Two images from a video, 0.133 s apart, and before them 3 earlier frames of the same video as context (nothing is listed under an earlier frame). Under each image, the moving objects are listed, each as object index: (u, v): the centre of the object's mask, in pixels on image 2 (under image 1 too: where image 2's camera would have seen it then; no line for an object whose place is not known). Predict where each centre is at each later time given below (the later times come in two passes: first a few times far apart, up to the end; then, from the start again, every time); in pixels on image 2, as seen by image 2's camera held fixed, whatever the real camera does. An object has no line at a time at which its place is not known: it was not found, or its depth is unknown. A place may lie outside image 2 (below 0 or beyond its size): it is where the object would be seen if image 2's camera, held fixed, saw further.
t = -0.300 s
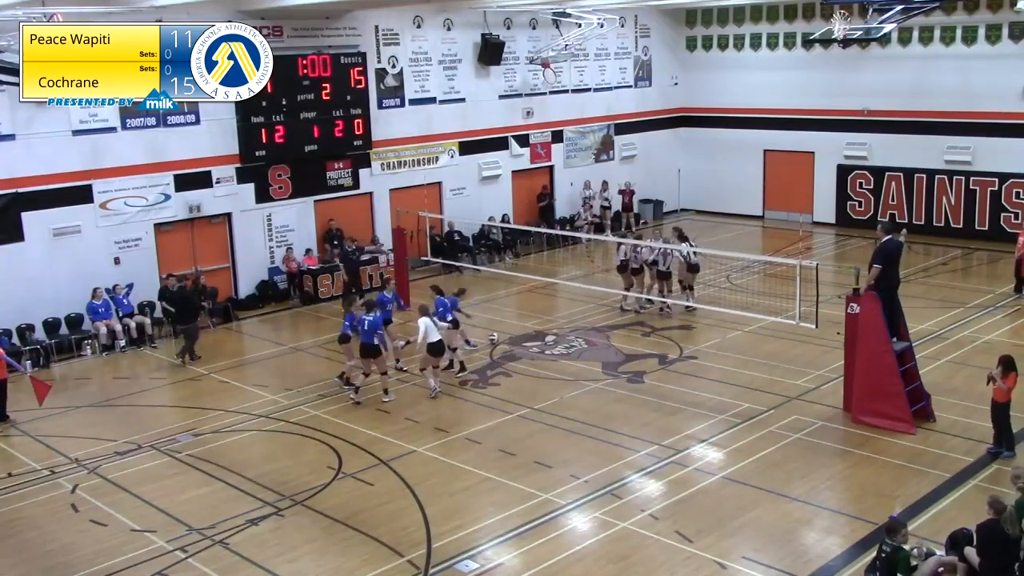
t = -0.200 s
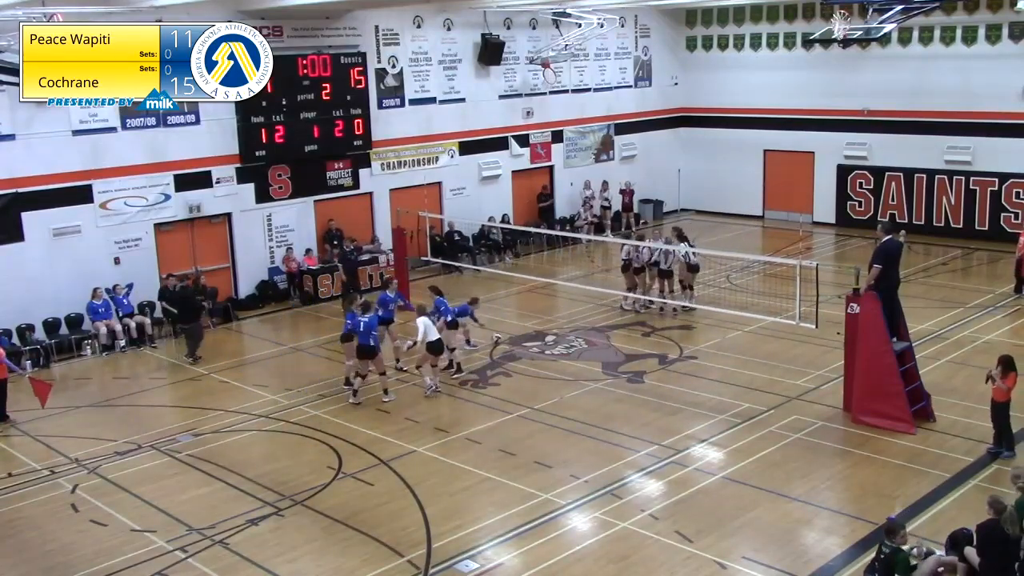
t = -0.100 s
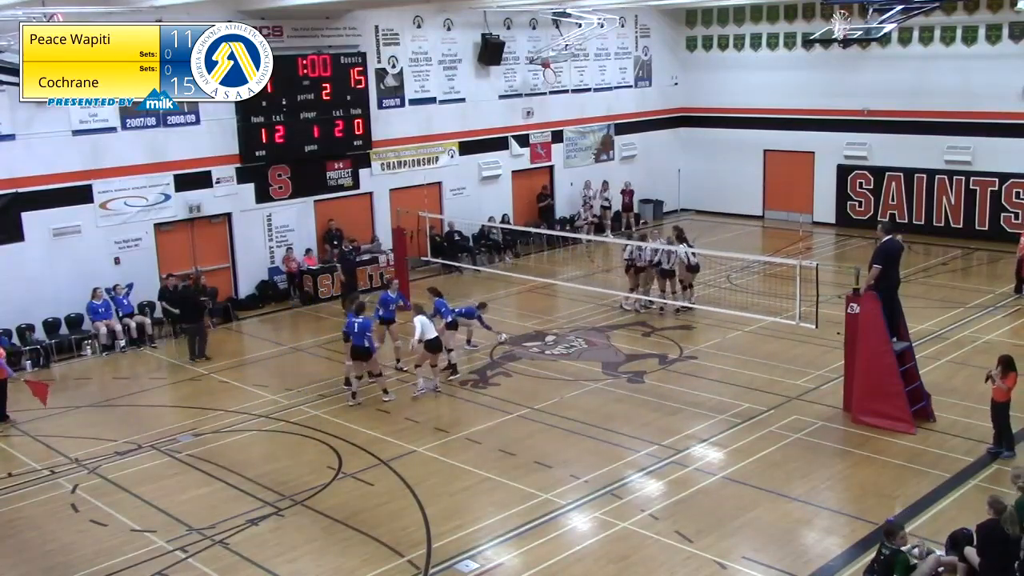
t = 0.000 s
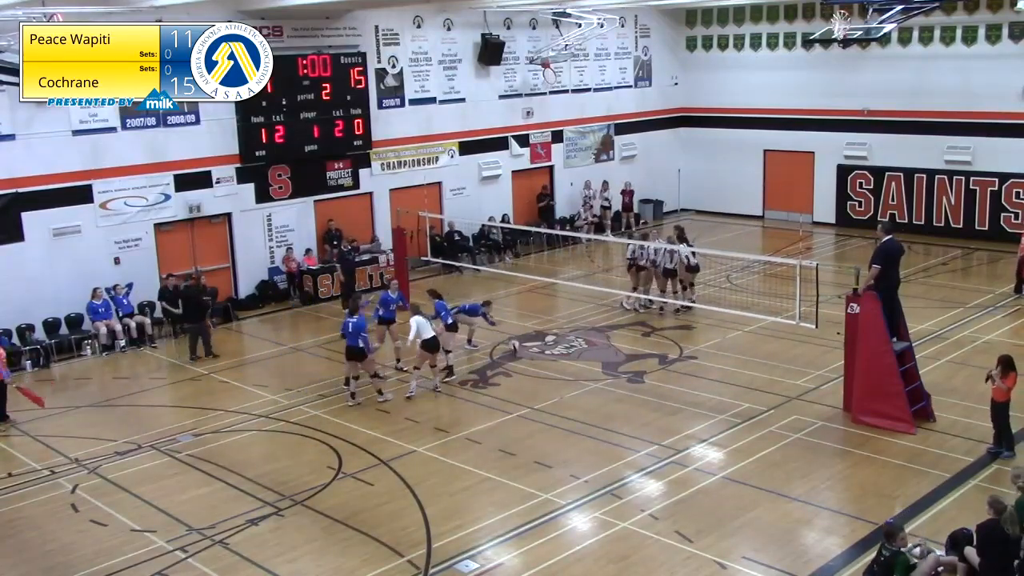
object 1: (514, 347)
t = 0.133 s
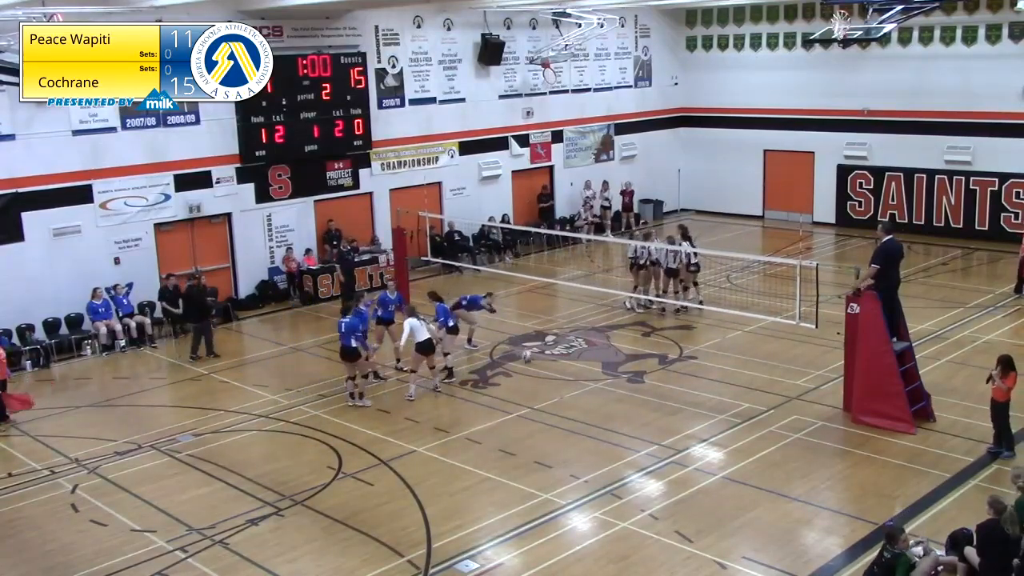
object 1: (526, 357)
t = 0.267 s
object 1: (538, 366)
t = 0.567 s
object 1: (565, 389)
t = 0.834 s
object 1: (590, 407)
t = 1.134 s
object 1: (619, 433)
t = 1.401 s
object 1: (648, 457)
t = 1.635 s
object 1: (675, 482)
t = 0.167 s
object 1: (530, 359)
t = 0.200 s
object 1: (533, 361)
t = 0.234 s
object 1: (535, 363)
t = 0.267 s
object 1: (538, 366)
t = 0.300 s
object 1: (542, 369)
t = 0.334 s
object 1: (545, 371)
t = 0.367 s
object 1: (547, 373)
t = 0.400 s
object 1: (550, 376)
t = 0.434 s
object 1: (554, 378)
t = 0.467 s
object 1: (556, 380)
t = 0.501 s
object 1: (559, 382)
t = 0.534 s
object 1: (562, 386)
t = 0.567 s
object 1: (565, 389)
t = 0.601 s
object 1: (568, 390)
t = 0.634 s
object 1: (571, 392)
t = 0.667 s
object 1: (573, 395)
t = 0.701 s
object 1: (576, 398)
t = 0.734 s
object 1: (580, 399)
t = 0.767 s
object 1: (583, 402)
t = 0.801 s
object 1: (586, 405)
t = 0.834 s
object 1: (590, 407)
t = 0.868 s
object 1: (593, 410)
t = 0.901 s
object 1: (597, 413)
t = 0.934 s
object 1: (599, 415)
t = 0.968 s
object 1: (602, 418)
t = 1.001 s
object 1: (606, 422)
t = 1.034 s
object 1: (609, 424)
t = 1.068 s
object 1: (612, 427)
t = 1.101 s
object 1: (617, 430)
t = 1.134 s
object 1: (619, 433)
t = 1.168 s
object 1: (622, 436)
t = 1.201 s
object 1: (626, 439)
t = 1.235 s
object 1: (630, 442)
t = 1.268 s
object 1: (634, 445)
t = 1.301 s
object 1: (638, 448)
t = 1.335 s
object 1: (640, 452)
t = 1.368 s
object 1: (645, 455)
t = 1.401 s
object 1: (648, 457)
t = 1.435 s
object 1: (652, 461)
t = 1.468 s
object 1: (656, 465)
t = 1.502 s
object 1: (659, 468)
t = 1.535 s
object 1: (663, 471)
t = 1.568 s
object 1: (668, 475)
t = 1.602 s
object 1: (671, 479)
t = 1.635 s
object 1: (675, 482)
